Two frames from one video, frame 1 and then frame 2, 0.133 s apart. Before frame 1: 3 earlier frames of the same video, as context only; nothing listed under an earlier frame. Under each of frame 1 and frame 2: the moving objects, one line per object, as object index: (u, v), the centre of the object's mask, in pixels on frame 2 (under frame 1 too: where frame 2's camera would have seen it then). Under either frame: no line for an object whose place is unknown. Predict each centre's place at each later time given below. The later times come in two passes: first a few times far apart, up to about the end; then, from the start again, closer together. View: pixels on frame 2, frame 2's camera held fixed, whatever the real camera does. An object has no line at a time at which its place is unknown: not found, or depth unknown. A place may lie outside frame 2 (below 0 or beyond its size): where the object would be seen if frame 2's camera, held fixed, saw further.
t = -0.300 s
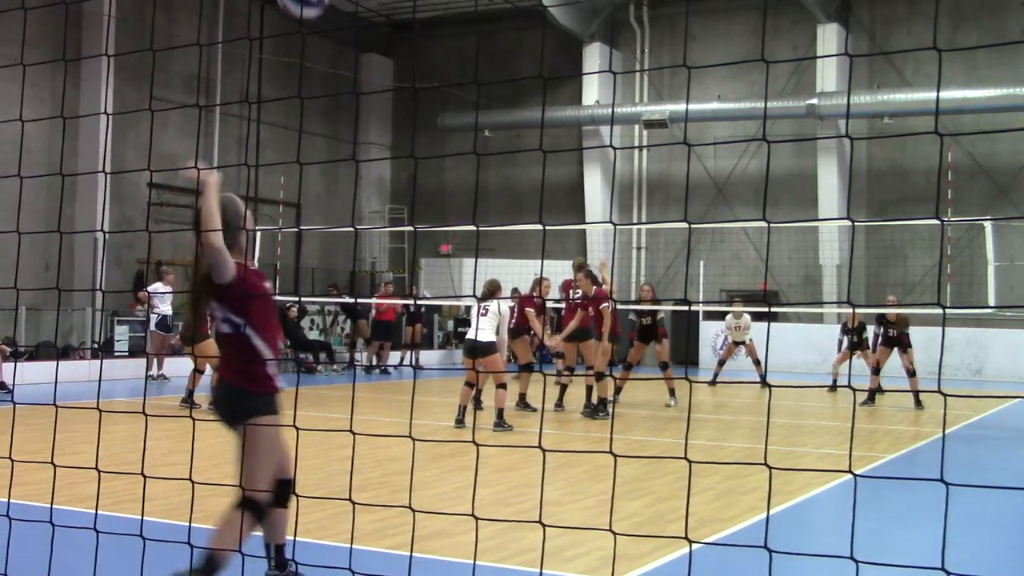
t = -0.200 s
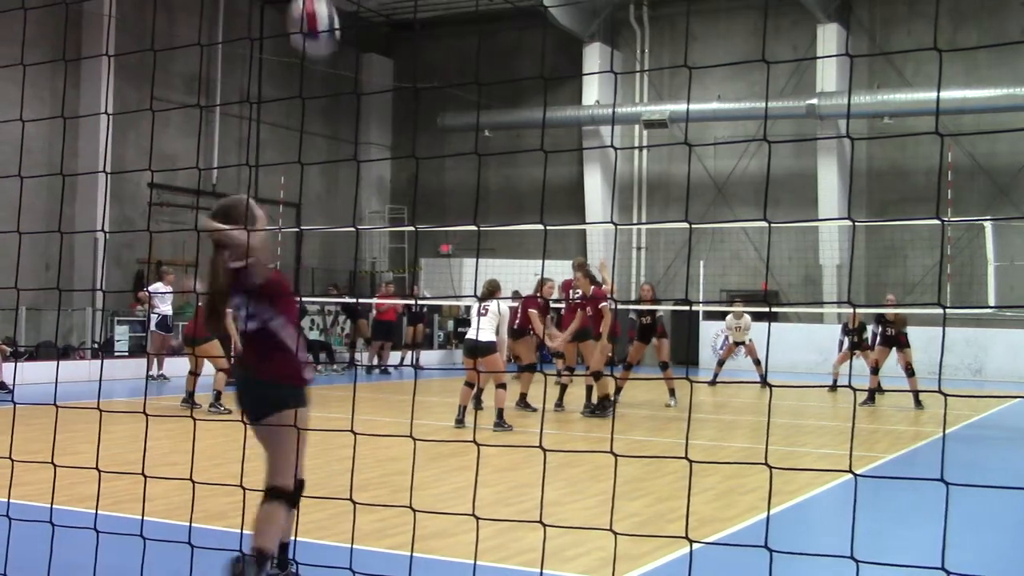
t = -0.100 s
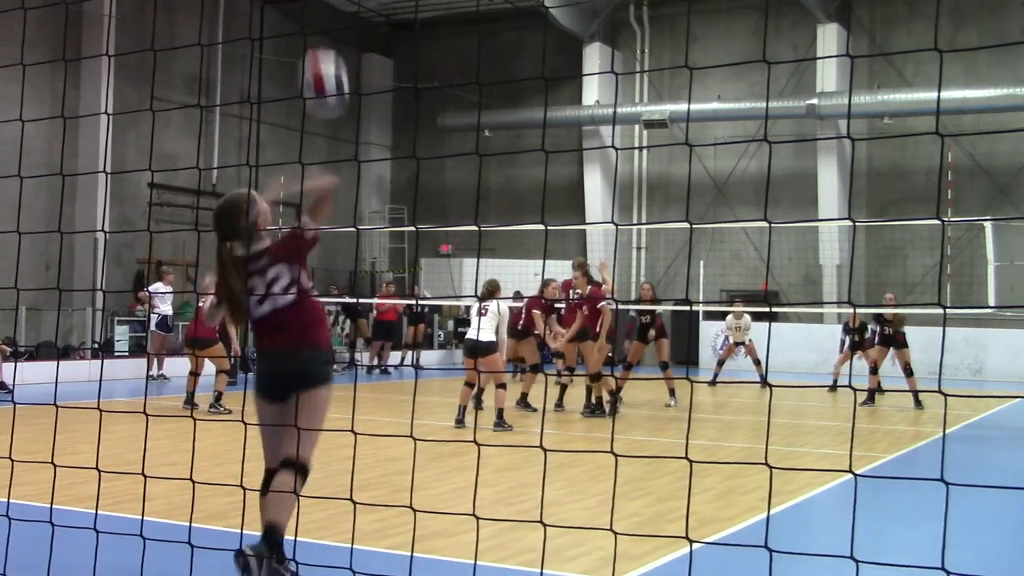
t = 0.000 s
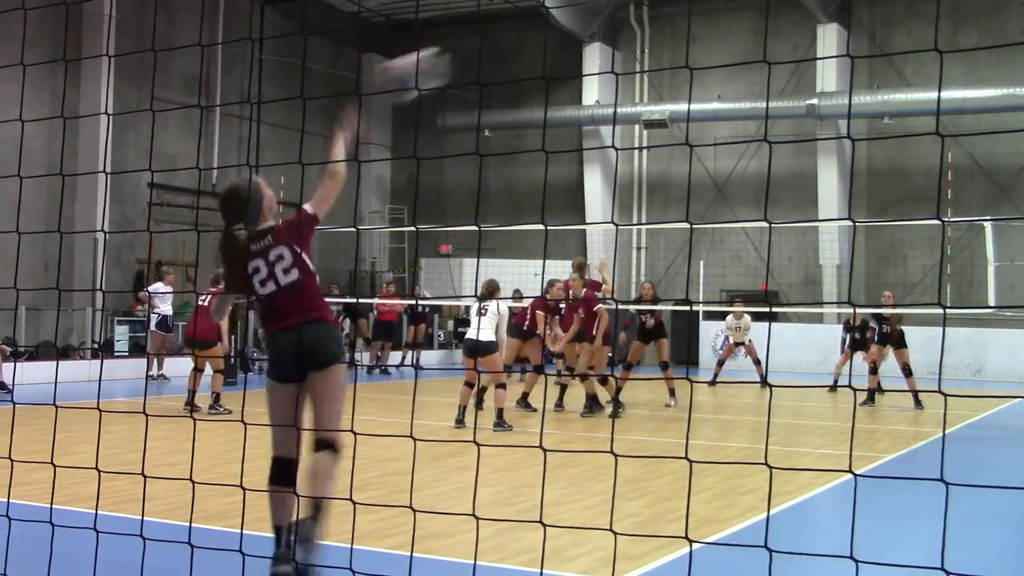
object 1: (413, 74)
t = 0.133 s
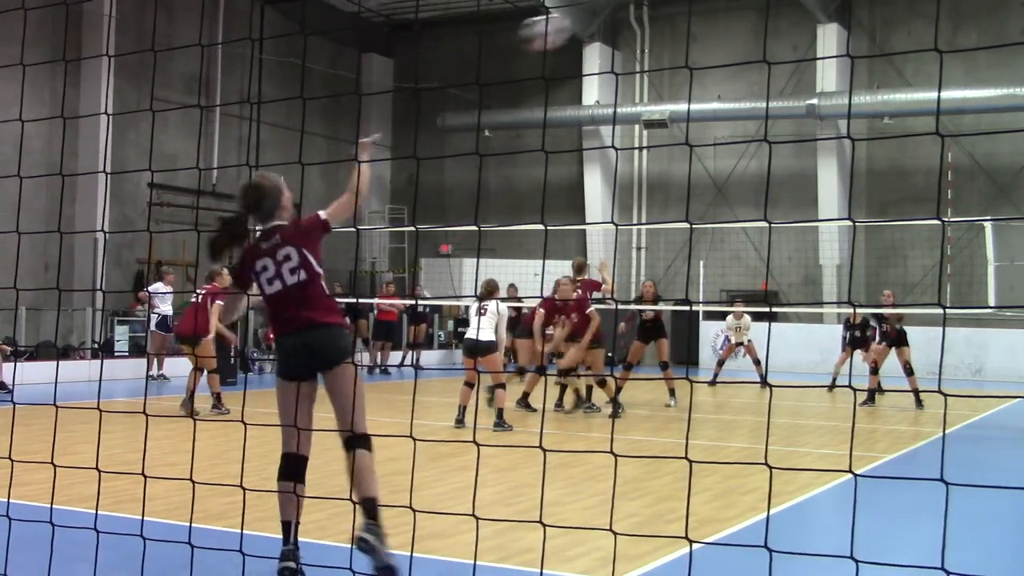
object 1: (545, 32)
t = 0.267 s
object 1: (628, 25)
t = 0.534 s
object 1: (718, 71)
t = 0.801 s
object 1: (761, 151)
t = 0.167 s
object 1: (569, 28)
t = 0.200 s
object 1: (591, 26)
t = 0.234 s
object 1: (609, 26)
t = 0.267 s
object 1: (628, 25)
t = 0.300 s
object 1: (644, 27)
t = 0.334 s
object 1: (660, 33)
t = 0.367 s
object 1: (671, 38)
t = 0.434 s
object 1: (694, 49)
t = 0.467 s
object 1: (702, 55)
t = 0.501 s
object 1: (711, 63)
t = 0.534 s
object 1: (718, 71)
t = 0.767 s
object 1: (757, 146)
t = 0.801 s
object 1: (761, 151)
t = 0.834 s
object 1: (768, 165)
